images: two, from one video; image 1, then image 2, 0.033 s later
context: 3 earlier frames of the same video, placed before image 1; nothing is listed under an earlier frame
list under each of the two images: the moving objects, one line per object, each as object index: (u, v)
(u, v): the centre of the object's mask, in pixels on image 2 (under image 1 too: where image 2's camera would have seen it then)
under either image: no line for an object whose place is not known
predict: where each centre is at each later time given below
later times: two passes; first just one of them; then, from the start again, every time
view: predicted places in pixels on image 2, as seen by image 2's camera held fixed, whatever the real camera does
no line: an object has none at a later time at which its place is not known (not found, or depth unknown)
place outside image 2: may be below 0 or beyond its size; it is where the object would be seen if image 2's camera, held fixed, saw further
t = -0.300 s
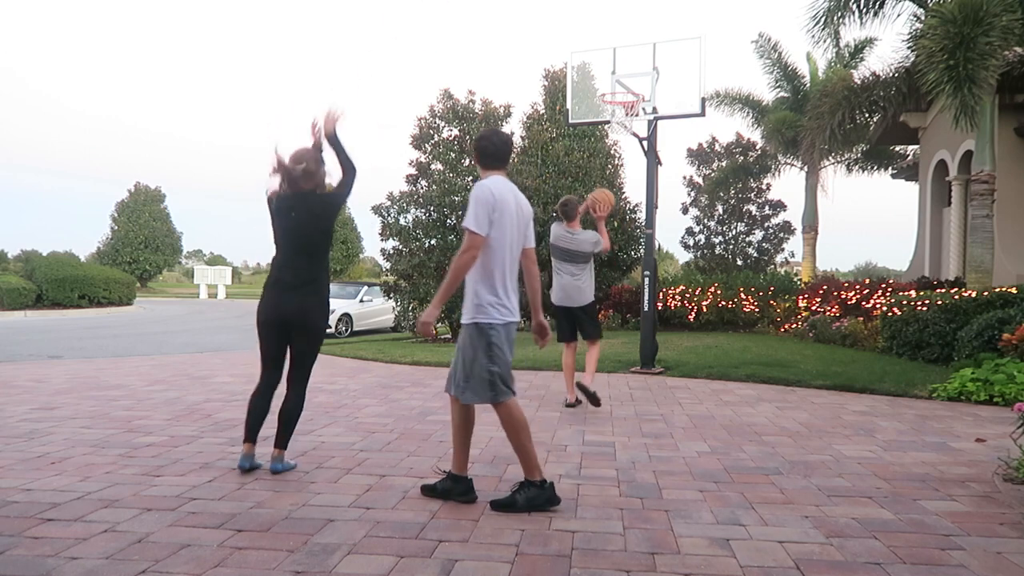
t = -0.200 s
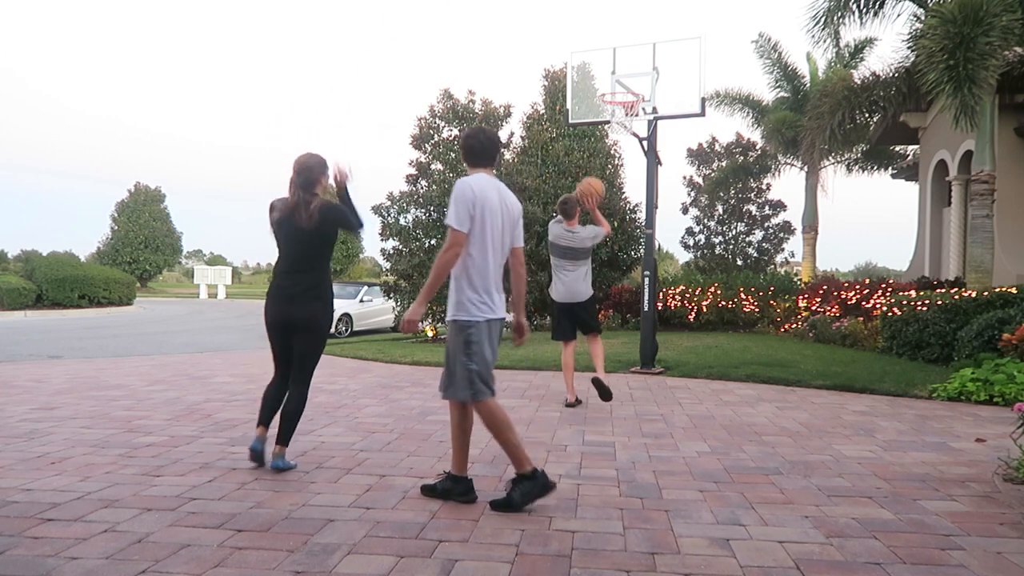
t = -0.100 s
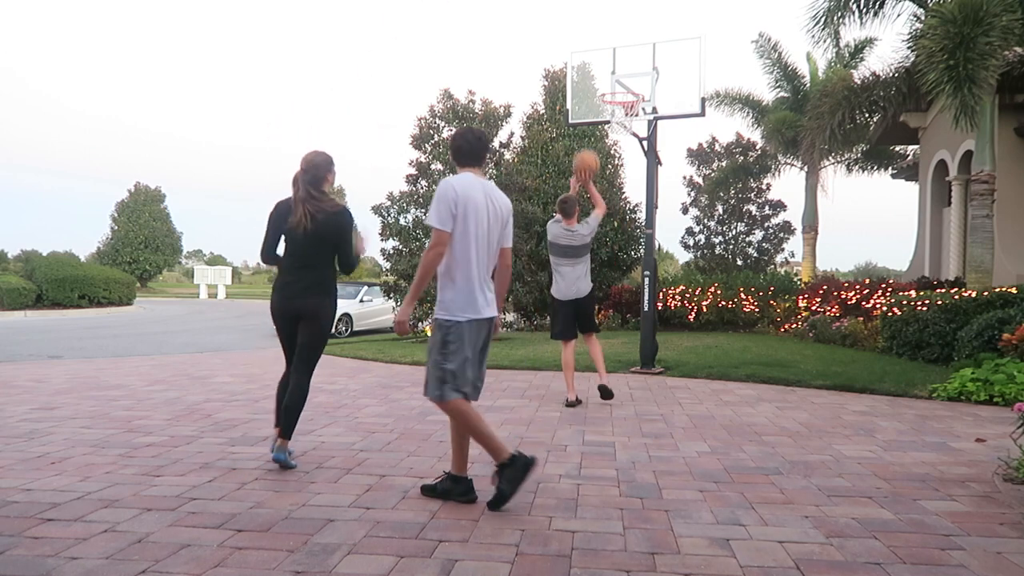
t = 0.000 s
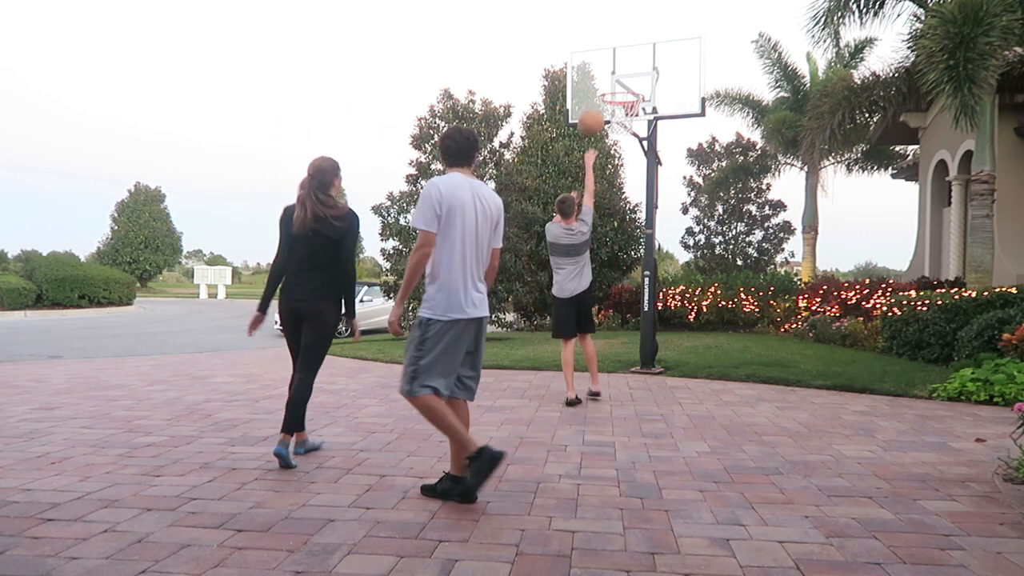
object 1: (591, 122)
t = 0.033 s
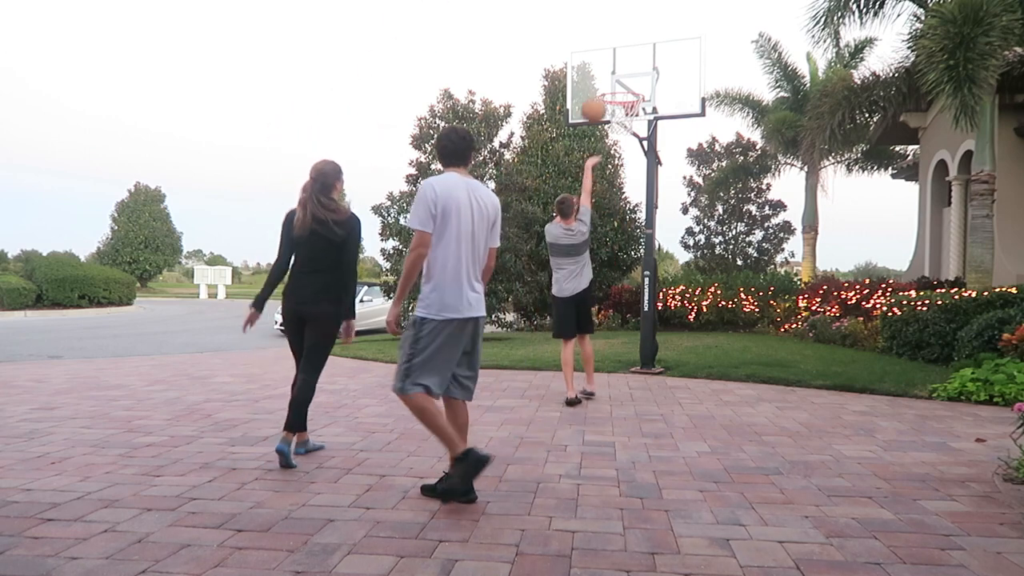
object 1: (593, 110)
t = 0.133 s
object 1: (600, 82)
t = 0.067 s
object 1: (595, 99)
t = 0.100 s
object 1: (598, 90)
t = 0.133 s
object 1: (600, 82)
